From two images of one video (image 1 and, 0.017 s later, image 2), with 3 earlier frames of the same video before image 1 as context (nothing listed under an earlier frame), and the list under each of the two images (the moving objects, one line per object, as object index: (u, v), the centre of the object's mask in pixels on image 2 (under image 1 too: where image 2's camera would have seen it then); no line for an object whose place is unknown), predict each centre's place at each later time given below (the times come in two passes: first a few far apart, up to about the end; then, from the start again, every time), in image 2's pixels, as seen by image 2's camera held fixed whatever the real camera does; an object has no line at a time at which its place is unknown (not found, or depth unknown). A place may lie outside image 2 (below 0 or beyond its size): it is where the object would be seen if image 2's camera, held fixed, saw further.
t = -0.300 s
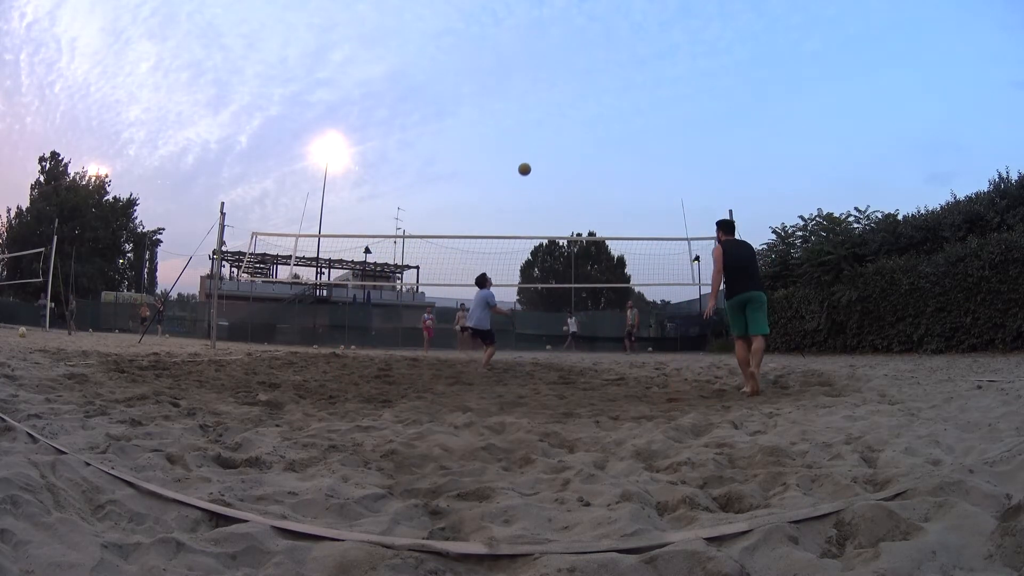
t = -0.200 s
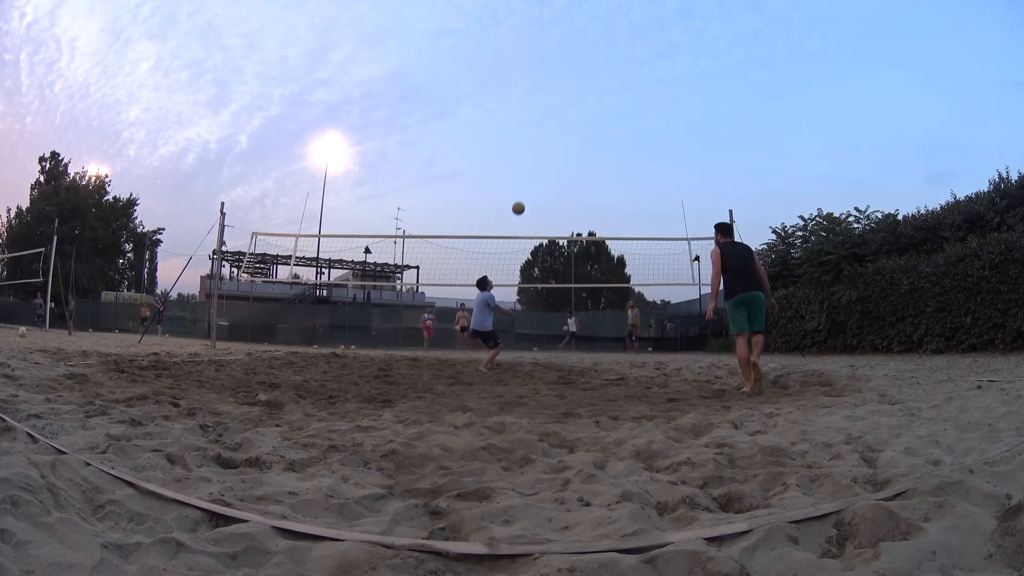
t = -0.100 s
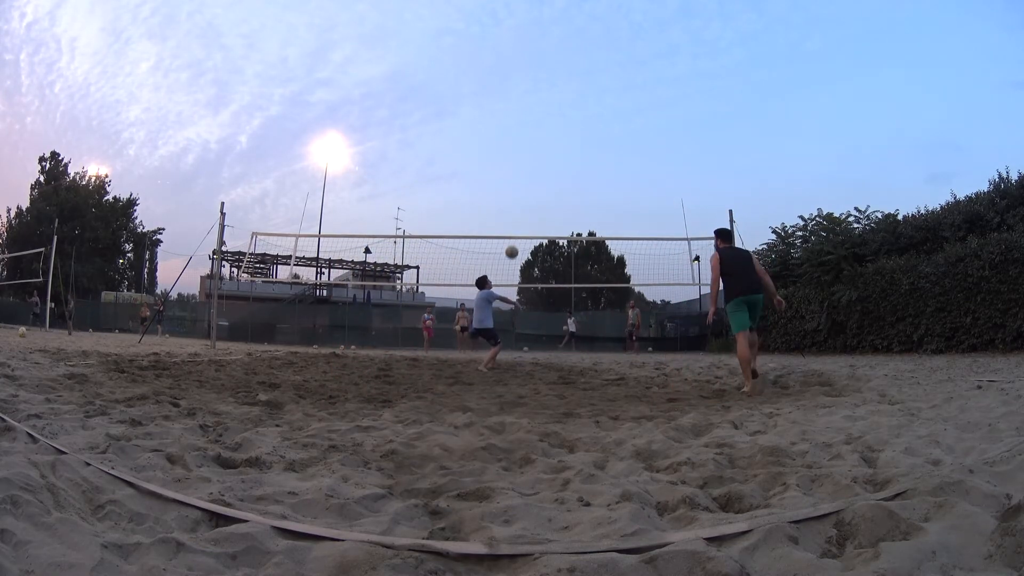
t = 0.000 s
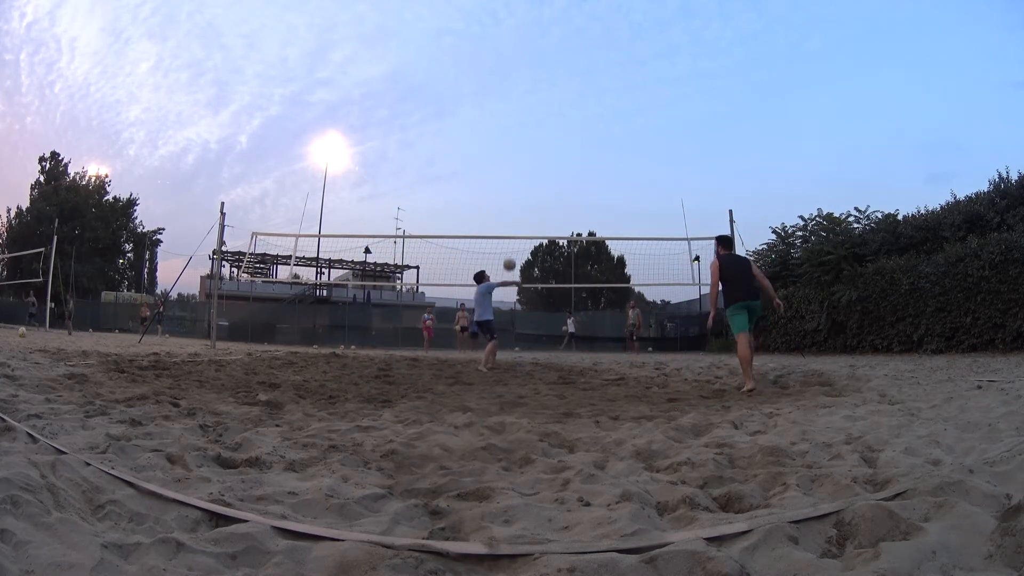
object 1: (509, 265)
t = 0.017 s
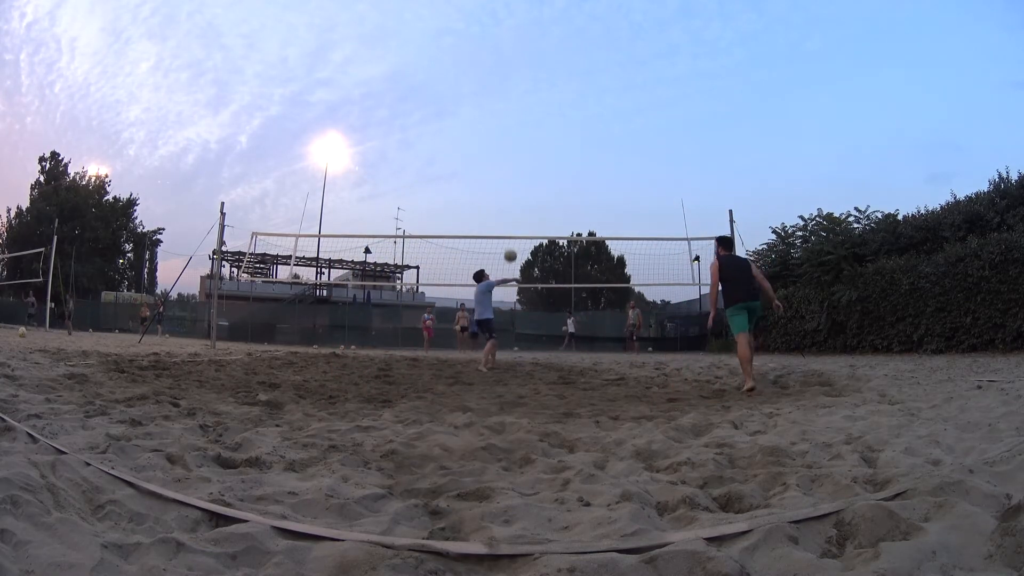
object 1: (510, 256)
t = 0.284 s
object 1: (526, 145)
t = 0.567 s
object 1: (540, 85)
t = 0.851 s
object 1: (554, 66)
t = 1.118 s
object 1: (566, 79)
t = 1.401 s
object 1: (580, 127)
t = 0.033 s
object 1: (511, 247)
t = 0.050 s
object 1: (512, 239)
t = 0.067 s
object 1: (513, 230)
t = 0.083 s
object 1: (514, 222)
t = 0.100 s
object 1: (515, 215)
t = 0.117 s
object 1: (516, 207)
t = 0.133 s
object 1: (517, 200)
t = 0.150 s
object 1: (518, 193)
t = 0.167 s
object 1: (519, 186)
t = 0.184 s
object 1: (520, 180)
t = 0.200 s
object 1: (521, 174)
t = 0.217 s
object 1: (522, 167)
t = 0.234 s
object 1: (523, 162)
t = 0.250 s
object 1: (524, 156)
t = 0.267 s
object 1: (525, 150)
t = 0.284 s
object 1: (526, 145)
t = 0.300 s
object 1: (527, 140)
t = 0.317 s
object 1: (528, 136)
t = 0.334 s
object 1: (528, 131)
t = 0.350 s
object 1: (529, 127)
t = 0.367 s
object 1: (530, 122)
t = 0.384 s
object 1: (531, 119)
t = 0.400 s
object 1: (532, 115)
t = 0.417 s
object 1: (533, 111)
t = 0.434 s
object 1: (534, 108)
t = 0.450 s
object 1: (535, 104)
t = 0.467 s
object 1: (536, 101)
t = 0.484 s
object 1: (536, 98)
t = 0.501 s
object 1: (537, 95)
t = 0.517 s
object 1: (538, 93)
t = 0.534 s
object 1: (539, 90)
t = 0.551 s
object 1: (540, 88)
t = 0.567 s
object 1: (540, 85)
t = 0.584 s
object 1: (541, 83)
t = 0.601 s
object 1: (542, 81)
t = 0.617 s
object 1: (543, 79)
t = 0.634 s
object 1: (544, 78)
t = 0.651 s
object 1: (545, 76)
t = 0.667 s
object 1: (545, 75)
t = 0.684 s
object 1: (546, 73)
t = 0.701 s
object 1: (547, 72)
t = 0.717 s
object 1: (548, 71)
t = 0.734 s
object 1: (548, 70)
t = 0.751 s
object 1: (549, 69)
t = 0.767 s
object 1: (550, 68)
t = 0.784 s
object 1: (551, 68)
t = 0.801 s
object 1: (551, 67)
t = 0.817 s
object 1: (552, 67)
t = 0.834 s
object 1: (553, 67)
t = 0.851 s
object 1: (554, 66)
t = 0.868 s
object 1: (555, 66)
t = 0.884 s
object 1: (556, 66)
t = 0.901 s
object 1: (556, 67)
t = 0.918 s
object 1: (557, 67)
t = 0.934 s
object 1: (558, 67)
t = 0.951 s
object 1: (559, 68)
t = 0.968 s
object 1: (559, 68)
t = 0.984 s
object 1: (560, 69)
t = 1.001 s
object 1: (561, 70)
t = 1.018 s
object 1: (562, 71)
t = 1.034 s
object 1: (563, 72)
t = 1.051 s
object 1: (563, 73)
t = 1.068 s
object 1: (564, 75)
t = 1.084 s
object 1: (565, 76)
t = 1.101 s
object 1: (566, 78)
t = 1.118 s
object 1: (566, 79)
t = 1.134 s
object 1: (567, 81)
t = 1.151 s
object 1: (568, 83)
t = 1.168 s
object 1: (569, 85)
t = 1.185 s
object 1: (570, 87)
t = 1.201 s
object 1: (571, 89)
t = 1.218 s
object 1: (571, 92)
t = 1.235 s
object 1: (572, 94)
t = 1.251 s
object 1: (573, 97)
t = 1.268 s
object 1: (574, 100)
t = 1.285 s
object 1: (575, 103)
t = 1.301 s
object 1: (575, 106)
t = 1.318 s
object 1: (576, 109)
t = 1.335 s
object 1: (577, 112)
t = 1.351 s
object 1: (578, 116)
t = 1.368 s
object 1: (579, 119)
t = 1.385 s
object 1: (580, 123)
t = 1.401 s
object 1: (580, 127)
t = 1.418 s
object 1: (581, 131)
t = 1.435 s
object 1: (582, 135)
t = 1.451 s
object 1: (583, 140)
